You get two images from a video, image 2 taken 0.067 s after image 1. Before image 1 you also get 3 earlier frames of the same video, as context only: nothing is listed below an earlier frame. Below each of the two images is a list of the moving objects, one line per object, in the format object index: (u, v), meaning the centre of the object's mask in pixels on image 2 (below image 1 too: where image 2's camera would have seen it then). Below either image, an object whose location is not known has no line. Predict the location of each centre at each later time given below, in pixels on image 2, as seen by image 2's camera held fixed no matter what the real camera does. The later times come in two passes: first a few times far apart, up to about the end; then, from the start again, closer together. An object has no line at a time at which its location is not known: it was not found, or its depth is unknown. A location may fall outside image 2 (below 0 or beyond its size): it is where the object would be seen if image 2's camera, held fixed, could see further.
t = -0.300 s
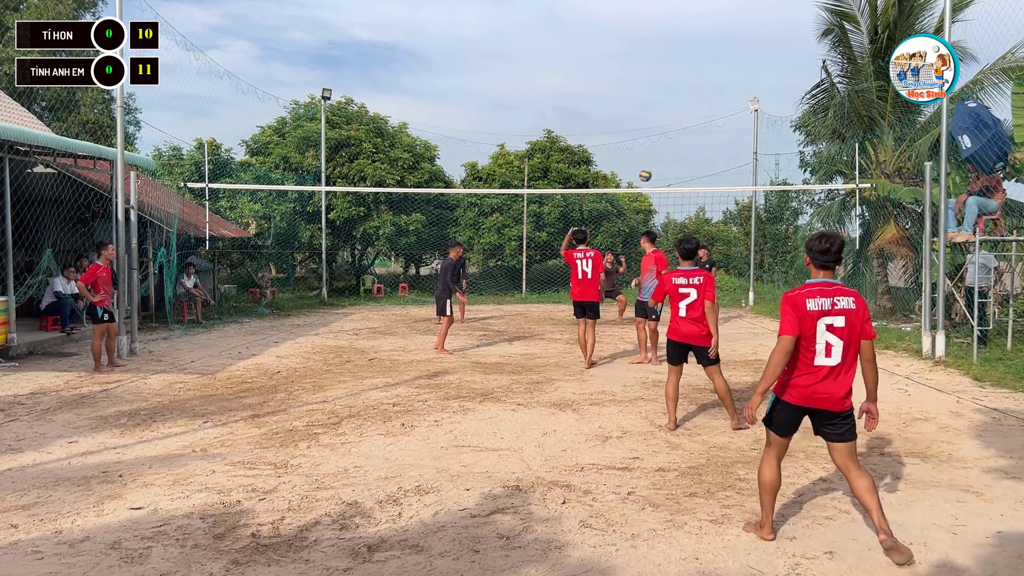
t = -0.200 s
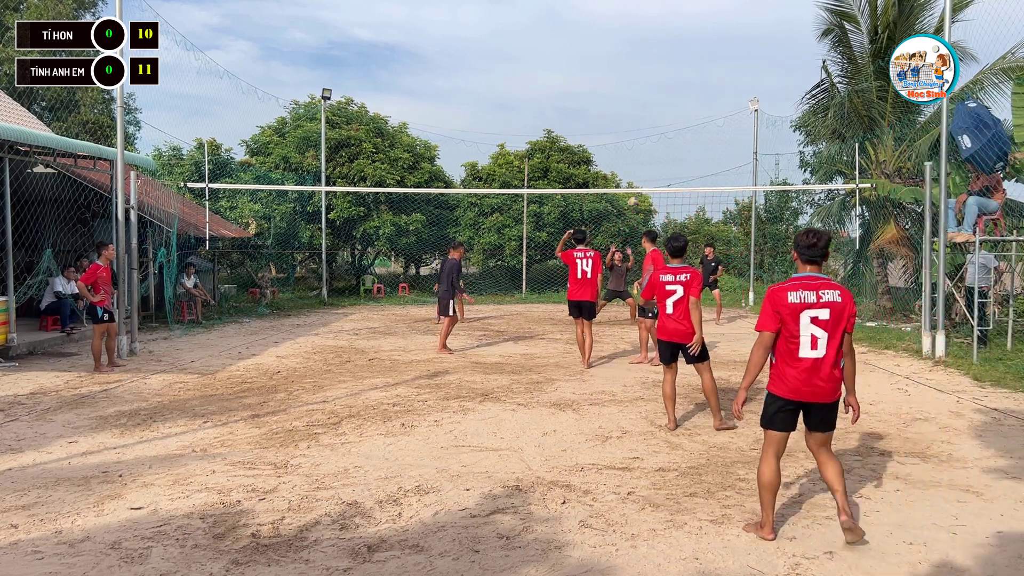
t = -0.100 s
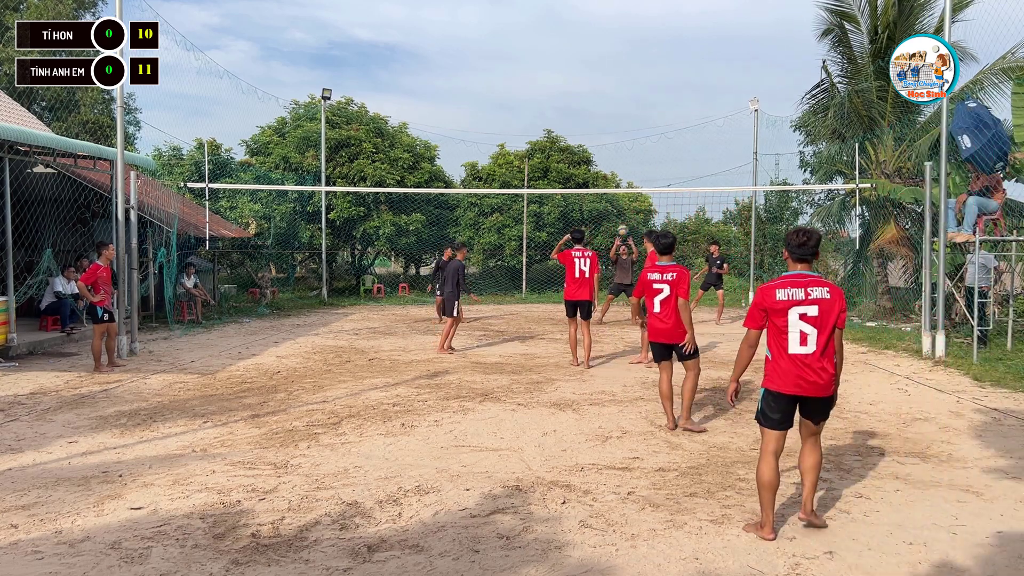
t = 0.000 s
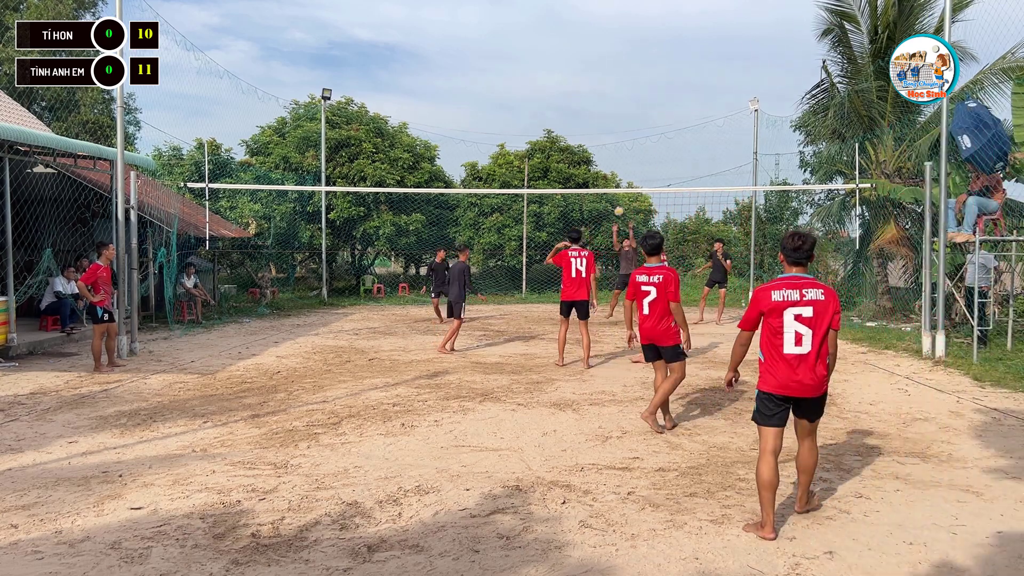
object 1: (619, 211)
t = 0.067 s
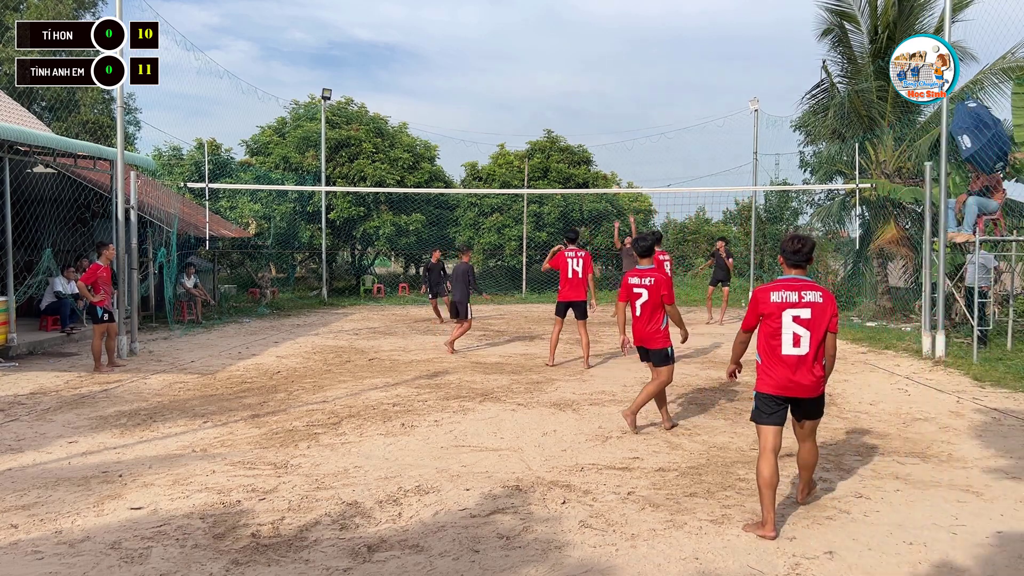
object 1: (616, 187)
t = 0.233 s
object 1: (605, 146)
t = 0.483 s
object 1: (590, 104)
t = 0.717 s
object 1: (573, 92)
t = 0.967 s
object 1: (553, 117)
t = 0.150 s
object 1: (610, 167)
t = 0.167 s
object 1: (609, 163)
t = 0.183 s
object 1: (608, 159)
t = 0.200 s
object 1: (607, 155)
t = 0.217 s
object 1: (606, 150)
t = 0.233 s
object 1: (605, 146)
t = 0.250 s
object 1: (604, 143)
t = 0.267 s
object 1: (603, 139)
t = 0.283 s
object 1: (602, 136)
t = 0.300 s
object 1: (601, 132)
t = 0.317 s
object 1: (600, 129)
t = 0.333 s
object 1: (599, 125)
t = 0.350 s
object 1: (598, 122)
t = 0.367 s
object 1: (597, 119)
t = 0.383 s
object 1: (596, 116)
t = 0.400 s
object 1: (595, 114)
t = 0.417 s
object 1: (594, 112)
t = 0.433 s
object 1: (593, 109)
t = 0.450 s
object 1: (592, 107)
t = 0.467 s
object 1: (591, 105)
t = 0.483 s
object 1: (590, 104)
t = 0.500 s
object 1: (588, 102)
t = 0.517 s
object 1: (587, 100)
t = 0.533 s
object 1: (586, 99)
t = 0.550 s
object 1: (585, 98)
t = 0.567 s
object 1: (583, 96)
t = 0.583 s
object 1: (582, 95)
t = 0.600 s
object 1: (581, 94)
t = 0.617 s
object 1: (580, 94)
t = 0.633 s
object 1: (578, 93)
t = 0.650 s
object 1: (577, 93)
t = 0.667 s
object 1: (576, 92)
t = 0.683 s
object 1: (575, 92)
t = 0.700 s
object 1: (574, 92)
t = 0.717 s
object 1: (573, 92)
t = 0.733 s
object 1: (572, 93)
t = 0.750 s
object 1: (571, 93)
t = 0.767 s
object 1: (569, 94)
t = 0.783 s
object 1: (568, 95)
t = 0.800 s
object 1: (567, 96)
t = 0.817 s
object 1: (566, 98)
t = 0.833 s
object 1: (564, 99)
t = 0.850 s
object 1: (563, 101)
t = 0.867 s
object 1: (562, 102)
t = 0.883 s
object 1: (560, 105)
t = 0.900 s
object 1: (559, 107)
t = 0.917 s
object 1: (557, 109)
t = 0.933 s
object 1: (556, 111)
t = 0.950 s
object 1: (554, 114)
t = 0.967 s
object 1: (553, 117)
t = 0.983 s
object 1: (552, 120)
